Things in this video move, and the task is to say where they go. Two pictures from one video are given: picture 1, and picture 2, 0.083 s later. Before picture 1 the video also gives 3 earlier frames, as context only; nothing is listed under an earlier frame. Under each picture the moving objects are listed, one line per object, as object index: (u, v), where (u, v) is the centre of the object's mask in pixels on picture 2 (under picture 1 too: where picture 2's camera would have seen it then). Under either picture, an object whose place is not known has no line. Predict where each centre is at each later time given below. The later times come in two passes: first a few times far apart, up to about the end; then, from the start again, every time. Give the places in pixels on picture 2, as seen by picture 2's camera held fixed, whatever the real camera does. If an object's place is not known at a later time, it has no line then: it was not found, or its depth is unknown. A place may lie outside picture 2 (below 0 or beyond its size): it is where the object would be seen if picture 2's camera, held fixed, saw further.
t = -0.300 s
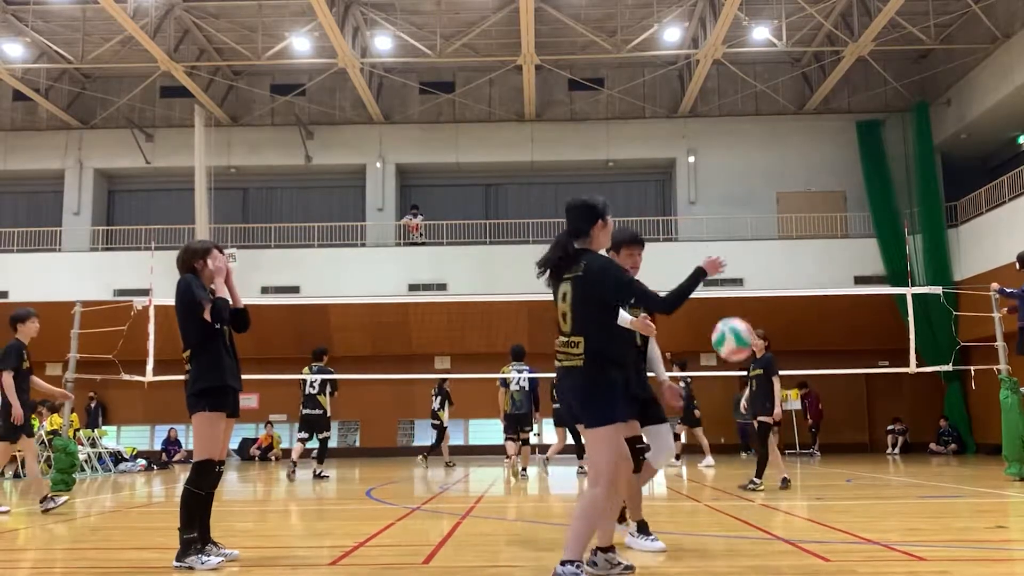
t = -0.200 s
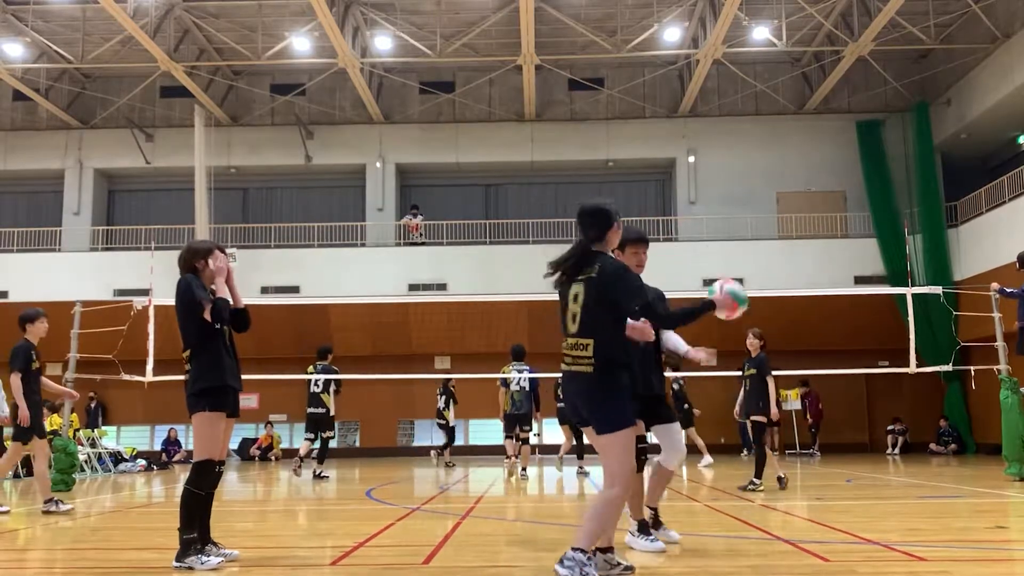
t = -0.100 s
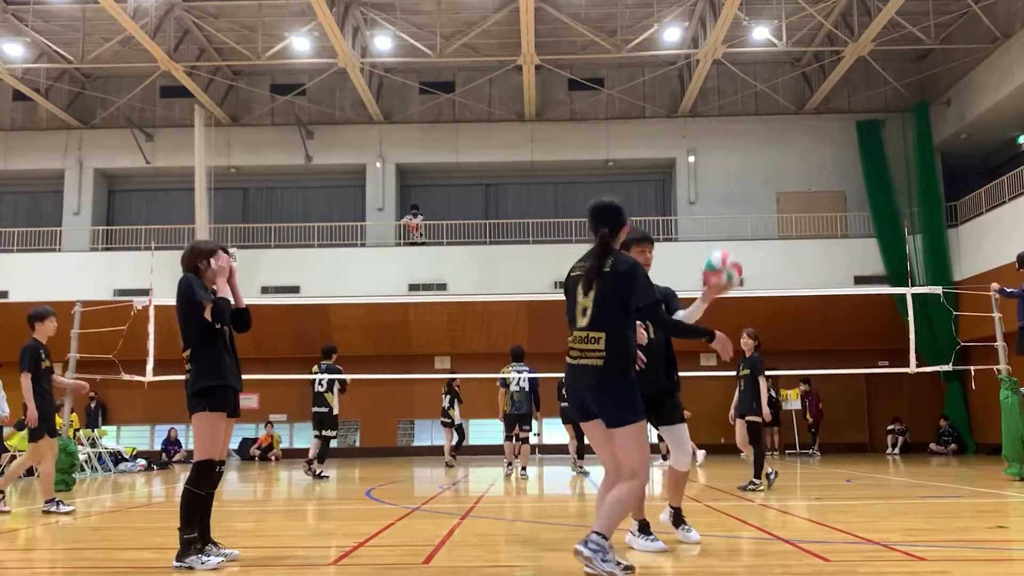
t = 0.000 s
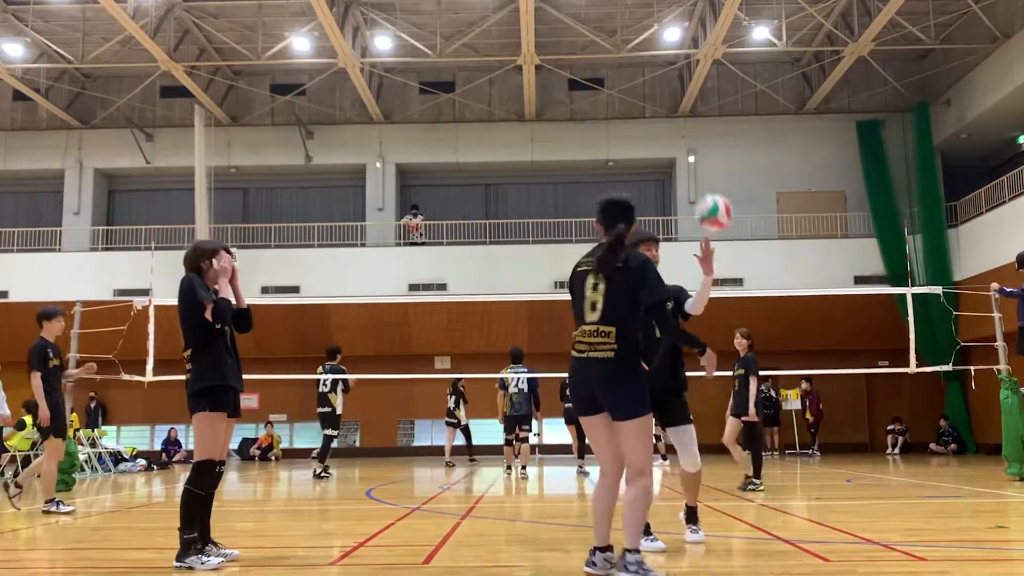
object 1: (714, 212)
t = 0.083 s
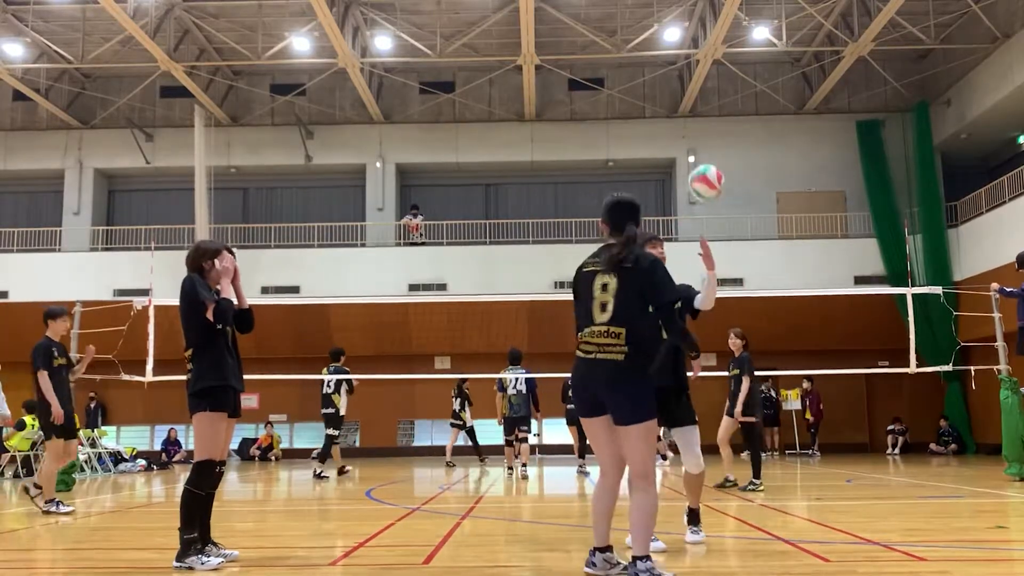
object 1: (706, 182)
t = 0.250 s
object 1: (695, 159)
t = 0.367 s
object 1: (688, 168)
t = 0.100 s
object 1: (704, 176)
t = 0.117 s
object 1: (703, 172)
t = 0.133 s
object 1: (702, 170)
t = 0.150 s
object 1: (701, 168)
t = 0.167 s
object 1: (700, 164)
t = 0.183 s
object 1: (699, 163)
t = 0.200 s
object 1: (698, 161)
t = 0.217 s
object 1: (697, 160)
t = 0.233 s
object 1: (696, 159)
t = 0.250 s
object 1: (695, 159)
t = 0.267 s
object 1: (694, 159)
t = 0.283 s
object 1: (694, 159)
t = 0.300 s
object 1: (692, 160)
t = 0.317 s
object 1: (691, 161)
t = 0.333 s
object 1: (690, 163)
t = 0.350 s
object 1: (689, 165)
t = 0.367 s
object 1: (688, 168)
